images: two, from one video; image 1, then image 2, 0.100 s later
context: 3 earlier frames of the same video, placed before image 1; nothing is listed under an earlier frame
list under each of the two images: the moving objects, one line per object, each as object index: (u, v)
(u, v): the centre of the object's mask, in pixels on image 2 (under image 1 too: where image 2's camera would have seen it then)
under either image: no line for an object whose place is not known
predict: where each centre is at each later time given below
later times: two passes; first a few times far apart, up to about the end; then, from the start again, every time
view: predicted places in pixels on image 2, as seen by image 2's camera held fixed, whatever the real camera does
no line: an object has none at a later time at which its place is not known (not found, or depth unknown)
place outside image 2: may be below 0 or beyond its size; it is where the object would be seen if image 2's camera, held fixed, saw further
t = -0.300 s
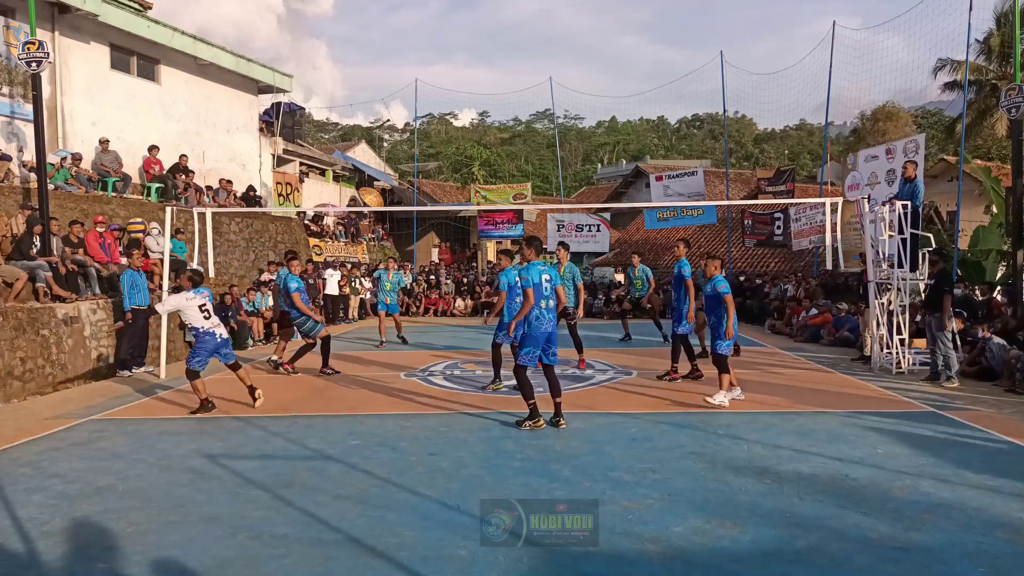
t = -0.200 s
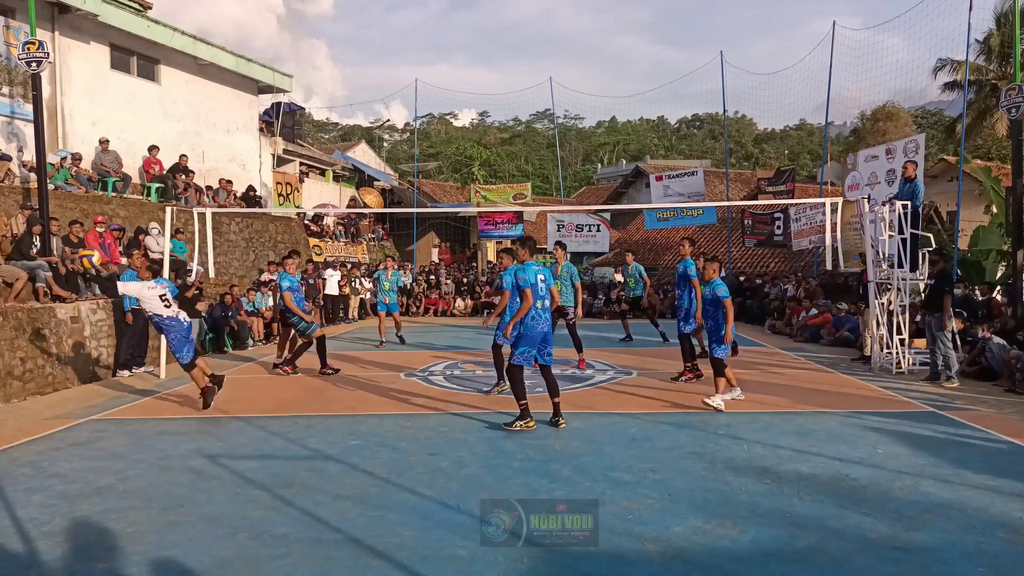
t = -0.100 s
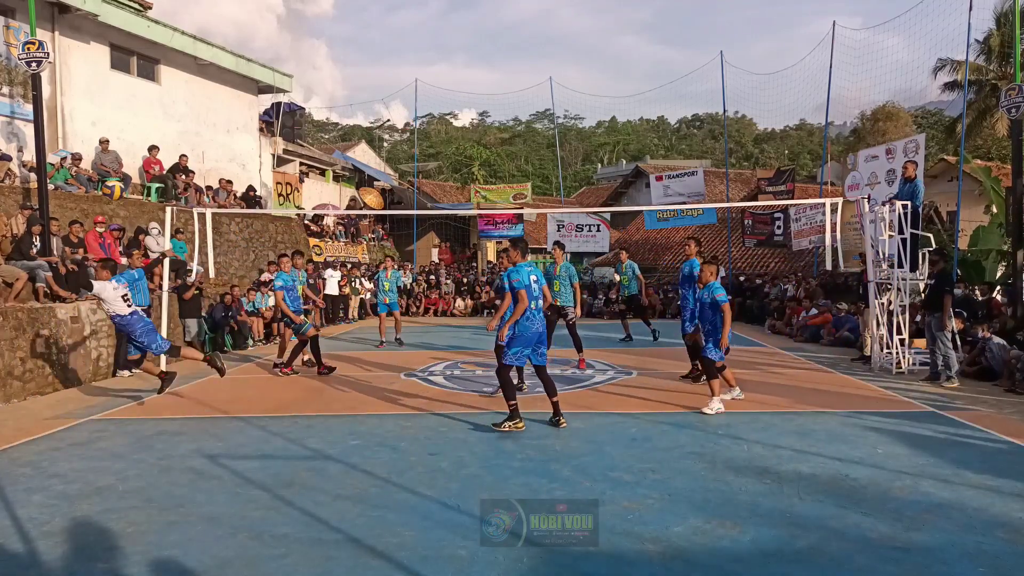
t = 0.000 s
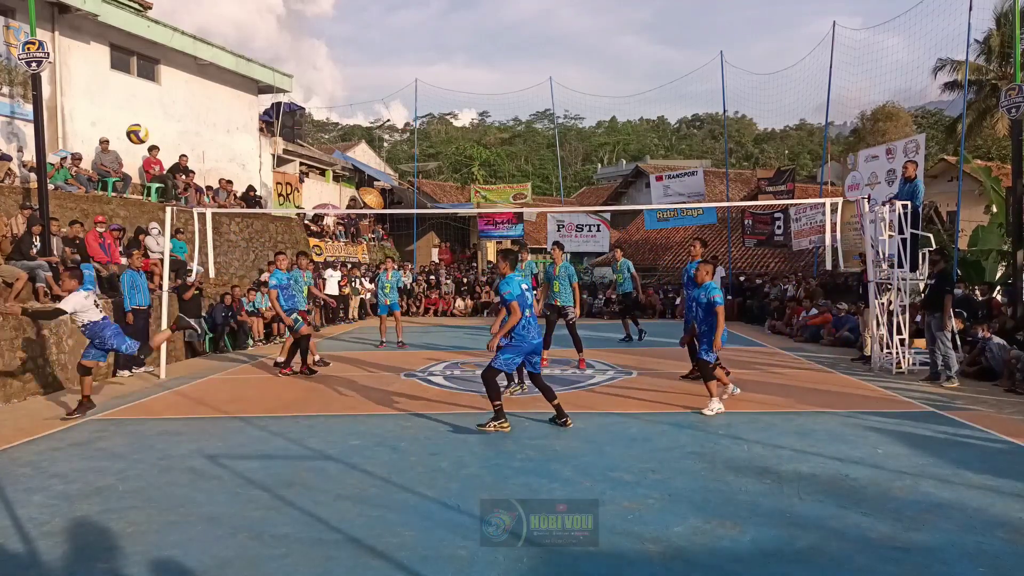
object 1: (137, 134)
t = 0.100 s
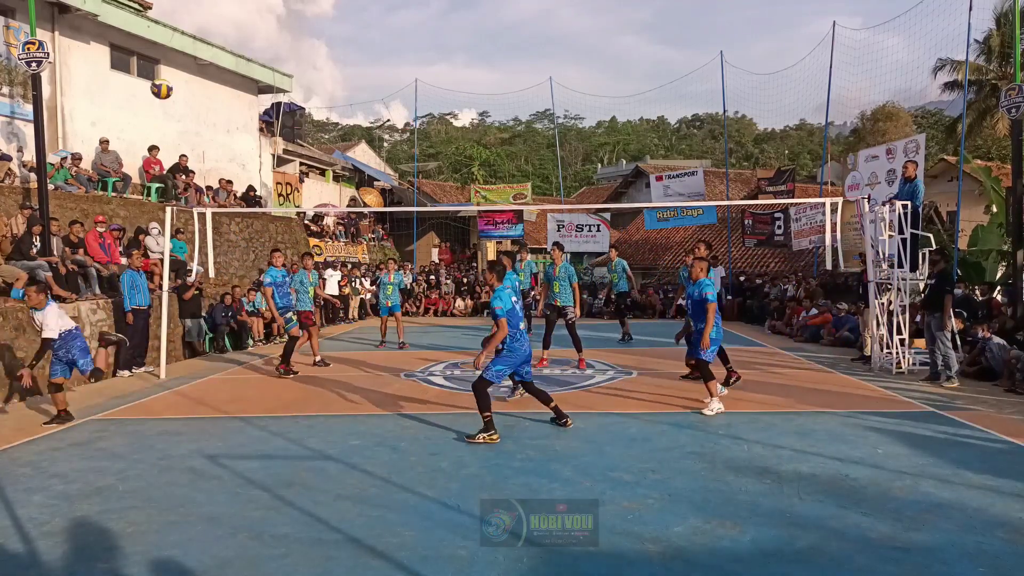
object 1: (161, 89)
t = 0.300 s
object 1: (209, 32)
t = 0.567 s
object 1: (270, 18)
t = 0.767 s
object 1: (314, 51)
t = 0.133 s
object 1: (169, 76)
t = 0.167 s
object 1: (178, 65)
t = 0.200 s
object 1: (185, 55)
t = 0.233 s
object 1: (194, 46)
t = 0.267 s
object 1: (201, 38)
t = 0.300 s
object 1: (209, 32)
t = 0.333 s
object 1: (217, 26)
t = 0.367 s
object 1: (225, 22)
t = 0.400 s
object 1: (232, 18)
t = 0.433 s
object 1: (240, 16)
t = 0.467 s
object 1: (248, 15)
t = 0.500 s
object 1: (255, 15)
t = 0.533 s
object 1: (263, 16)
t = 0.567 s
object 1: (270, 18)
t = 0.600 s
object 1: (278, 21)
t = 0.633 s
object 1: (285, 25)
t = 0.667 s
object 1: (292, 30)
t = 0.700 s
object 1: (300, 37)
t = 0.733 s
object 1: (307, 43)
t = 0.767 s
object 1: (314, 51)
